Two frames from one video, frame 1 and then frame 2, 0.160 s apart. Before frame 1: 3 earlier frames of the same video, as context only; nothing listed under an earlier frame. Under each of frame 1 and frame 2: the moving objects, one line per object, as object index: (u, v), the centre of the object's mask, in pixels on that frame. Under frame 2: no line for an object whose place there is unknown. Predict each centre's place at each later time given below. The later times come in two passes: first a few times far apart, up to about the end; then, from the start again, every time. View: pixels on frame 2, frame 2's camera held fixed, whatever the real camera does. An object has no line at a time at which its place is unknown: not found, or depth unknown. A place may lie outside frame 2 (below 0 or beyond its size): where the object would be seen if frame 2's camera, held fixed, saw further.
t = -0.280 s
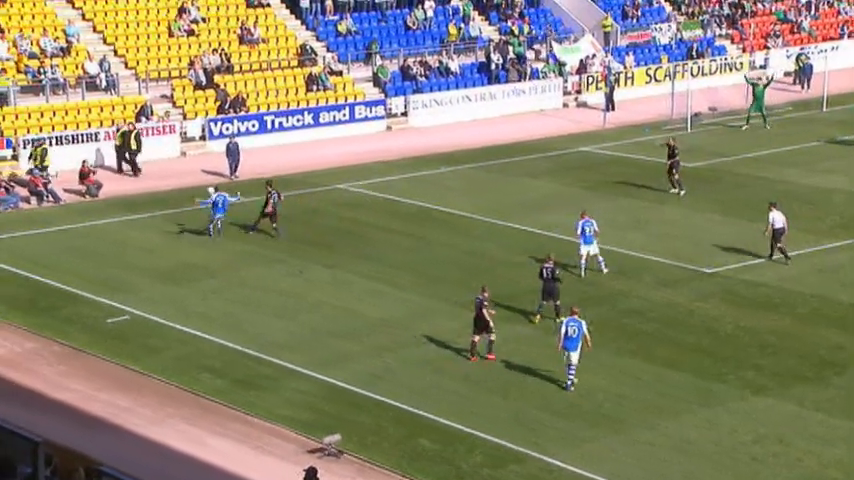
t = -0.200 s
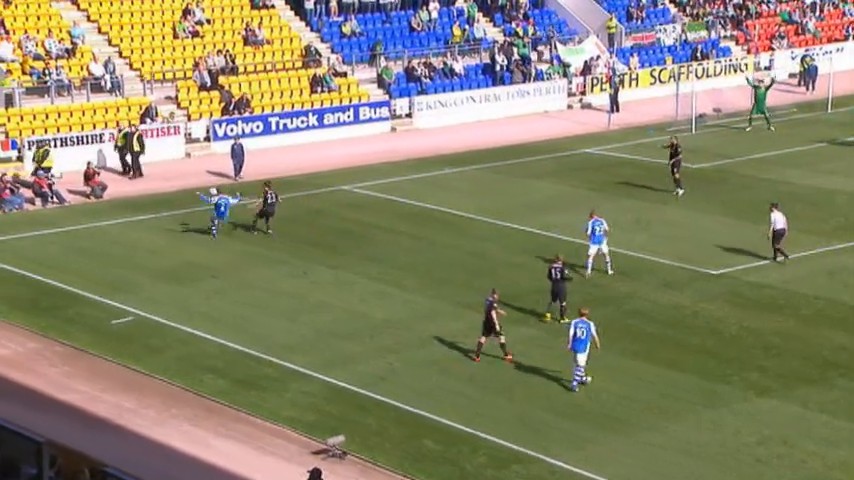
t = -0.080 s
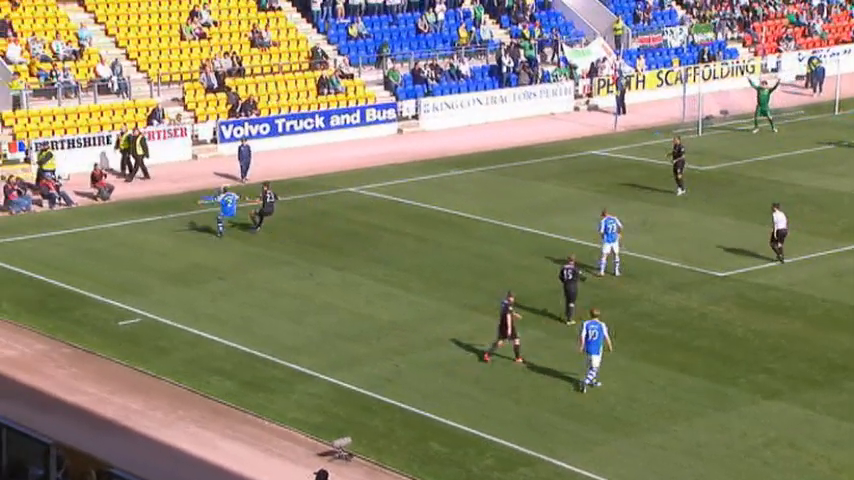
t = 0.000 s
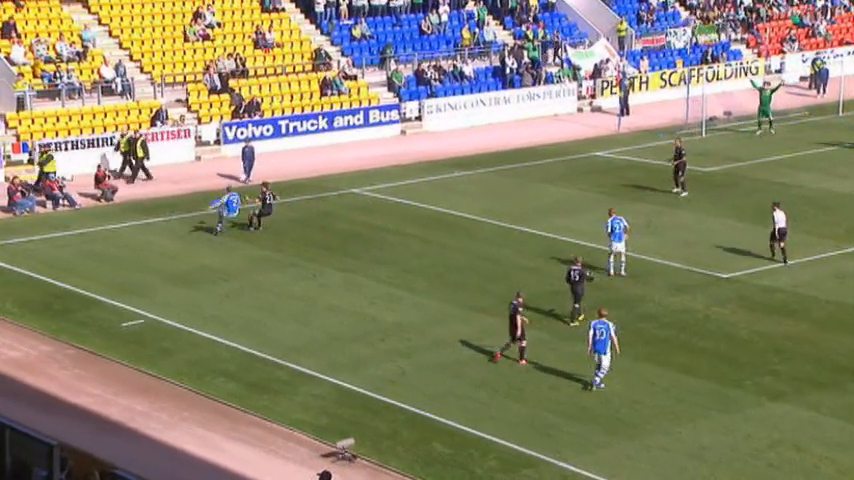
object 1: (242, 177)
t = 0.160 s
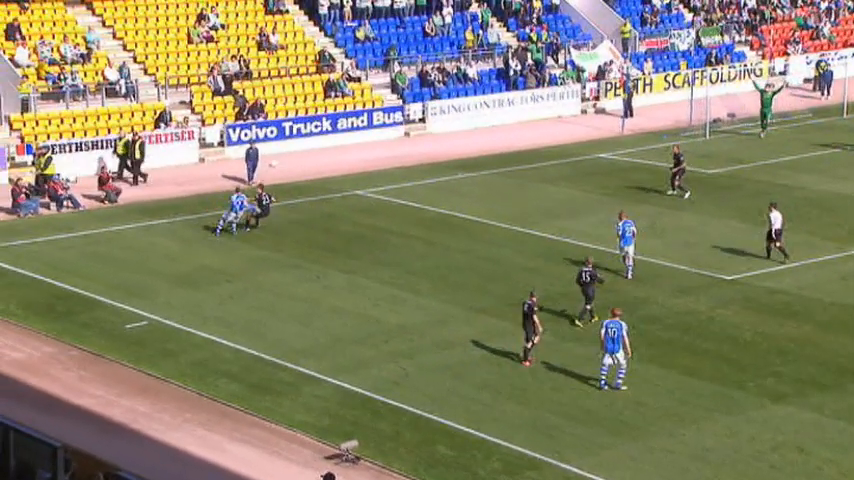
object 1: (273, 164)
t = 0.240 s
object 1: (285, 160)
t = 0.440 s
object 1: (318, 158)
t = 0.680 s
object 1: (359, 172)
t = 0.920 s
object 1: (397, 207)
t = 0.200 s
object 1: (279, 162)
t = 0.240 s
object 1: (285, 160)
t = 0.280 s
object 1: (292, 158)
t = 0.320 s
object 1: (298, 158)
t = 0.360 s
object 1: (305, 157)
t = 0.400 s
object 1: (312, 157)
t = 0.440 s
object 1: (318, 158)
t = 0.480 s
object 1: (325, 159)
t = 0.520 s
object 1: (331, 161)
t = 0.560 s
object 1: (338, 163)
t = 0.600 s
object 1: (345, 166)
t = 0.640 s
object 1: (352, 169)
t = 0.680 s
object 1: (359, 172)
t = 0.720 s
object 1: (366, 177)
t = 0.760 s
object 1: (372, 182)
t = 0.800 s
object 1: (378, 187)
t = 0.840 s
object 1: (385, 193)
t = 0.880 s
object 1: (391, 200)
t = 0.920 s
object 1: (397, 207)
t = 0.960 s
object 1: (402, 214)
